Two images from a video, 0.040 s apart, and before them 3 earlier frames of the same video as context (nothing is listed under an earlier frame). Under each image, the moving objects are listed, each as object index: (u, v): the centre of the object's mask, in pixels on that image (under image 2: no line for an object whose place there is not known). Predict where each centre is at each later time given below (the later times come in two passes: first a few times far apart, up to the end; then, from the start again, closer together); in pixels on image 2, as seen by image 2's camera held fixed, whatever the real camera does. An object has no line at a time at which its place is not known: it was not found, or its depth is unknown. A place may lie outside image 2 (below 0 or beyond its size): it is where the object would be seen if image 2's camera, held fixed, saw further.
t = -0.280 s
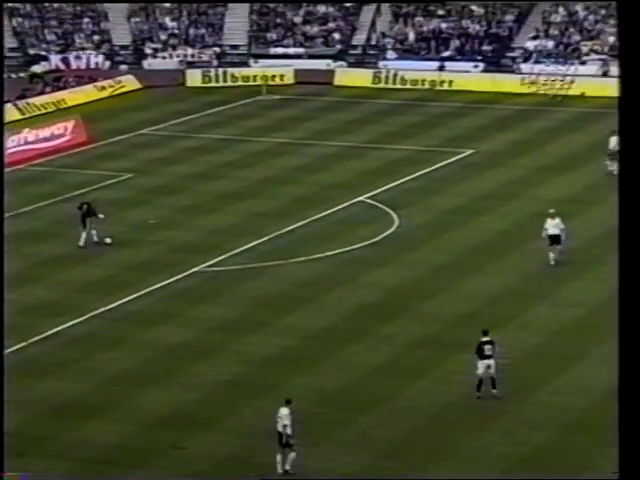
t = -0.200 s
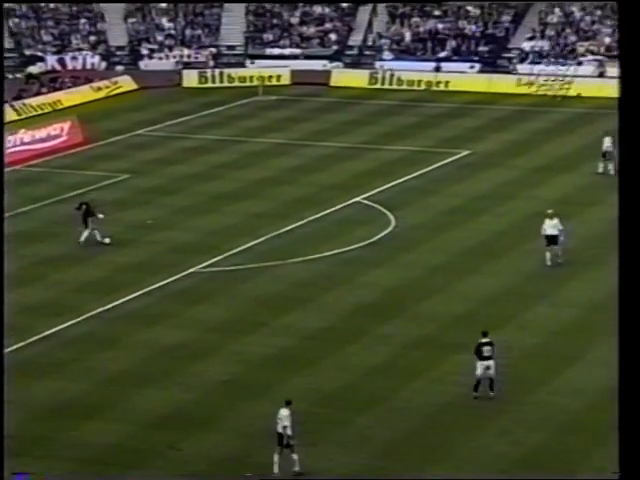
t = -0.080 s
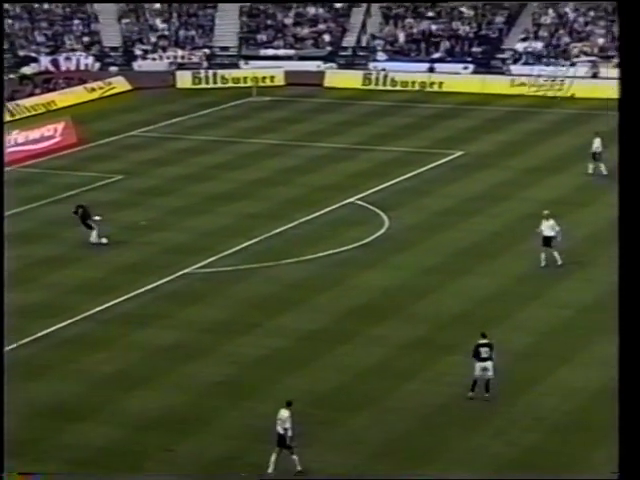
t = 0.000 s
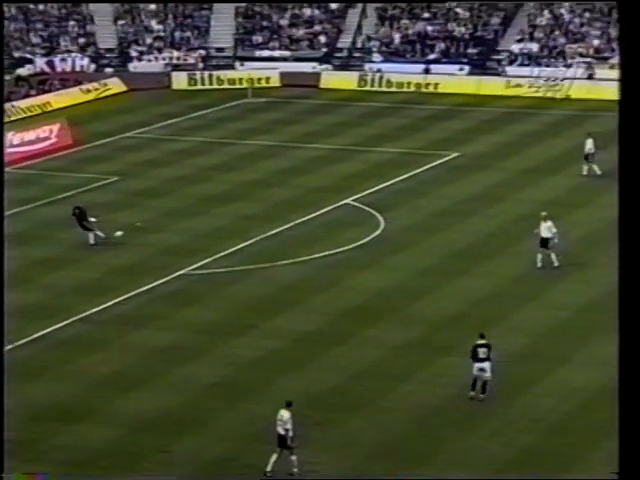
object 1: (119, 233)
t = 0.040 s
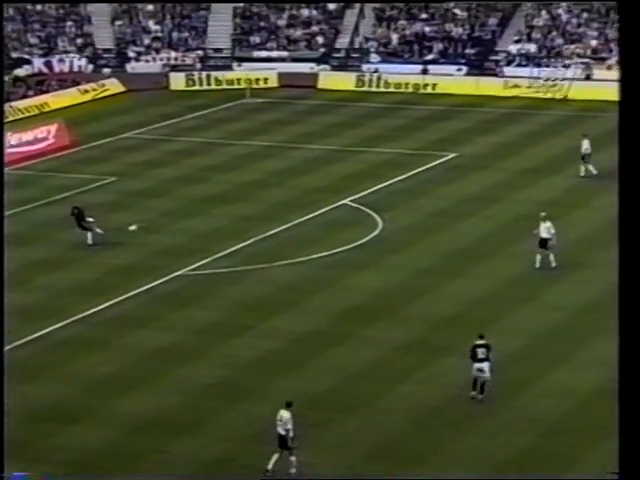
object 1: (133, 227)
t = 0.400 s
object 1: (256, 202)
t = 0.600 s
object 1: (306, 194)
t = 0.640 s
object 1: (314, 190)
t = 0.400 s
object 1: (256, 202)
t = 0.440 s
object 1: (268, 203)
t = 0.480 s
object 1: (280, 204)
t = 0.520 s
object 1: (291, 203)
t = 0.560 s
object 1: (299, 198)
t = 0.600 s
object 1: (306, 194)
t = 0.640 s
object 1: (314, 190)
